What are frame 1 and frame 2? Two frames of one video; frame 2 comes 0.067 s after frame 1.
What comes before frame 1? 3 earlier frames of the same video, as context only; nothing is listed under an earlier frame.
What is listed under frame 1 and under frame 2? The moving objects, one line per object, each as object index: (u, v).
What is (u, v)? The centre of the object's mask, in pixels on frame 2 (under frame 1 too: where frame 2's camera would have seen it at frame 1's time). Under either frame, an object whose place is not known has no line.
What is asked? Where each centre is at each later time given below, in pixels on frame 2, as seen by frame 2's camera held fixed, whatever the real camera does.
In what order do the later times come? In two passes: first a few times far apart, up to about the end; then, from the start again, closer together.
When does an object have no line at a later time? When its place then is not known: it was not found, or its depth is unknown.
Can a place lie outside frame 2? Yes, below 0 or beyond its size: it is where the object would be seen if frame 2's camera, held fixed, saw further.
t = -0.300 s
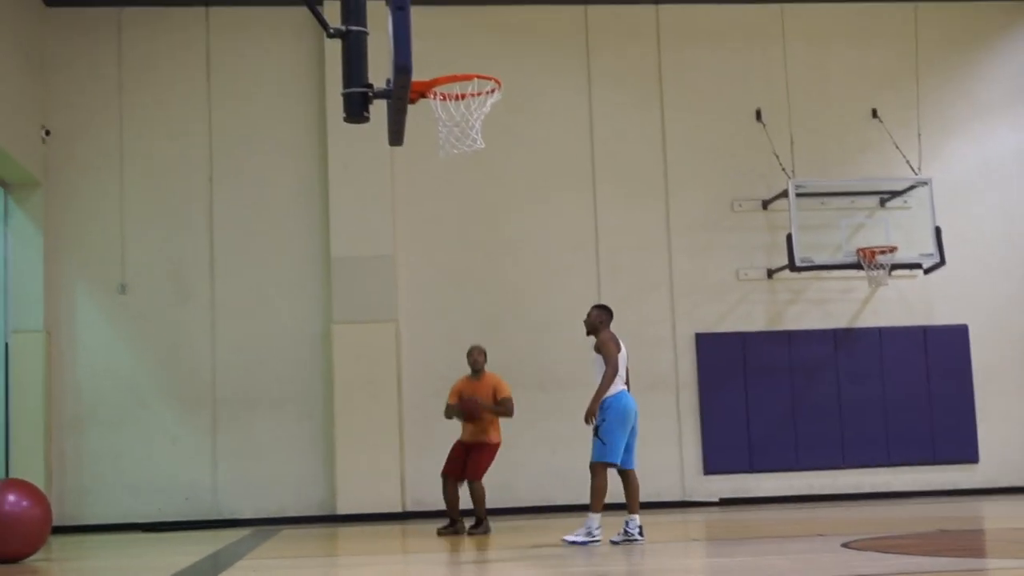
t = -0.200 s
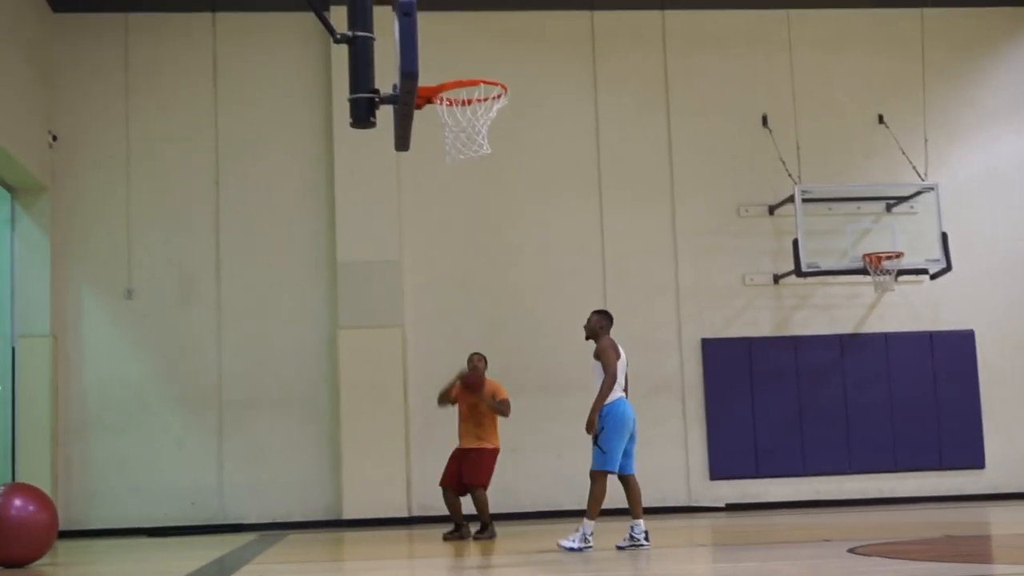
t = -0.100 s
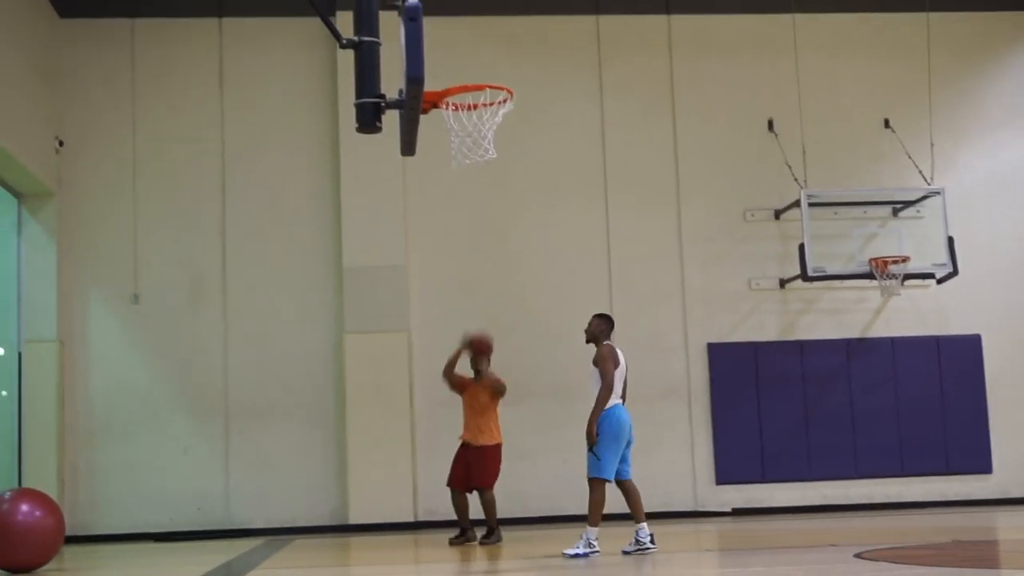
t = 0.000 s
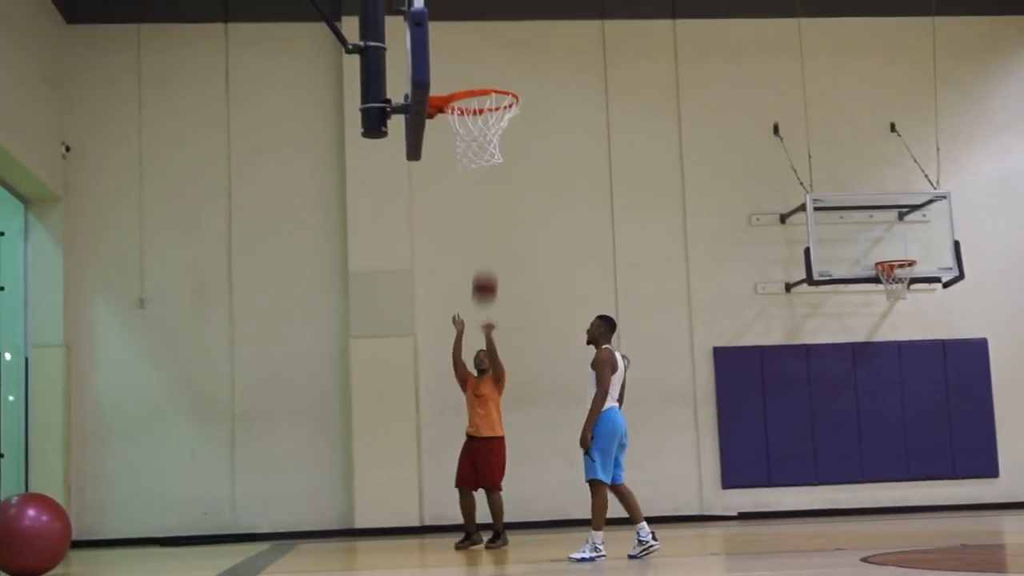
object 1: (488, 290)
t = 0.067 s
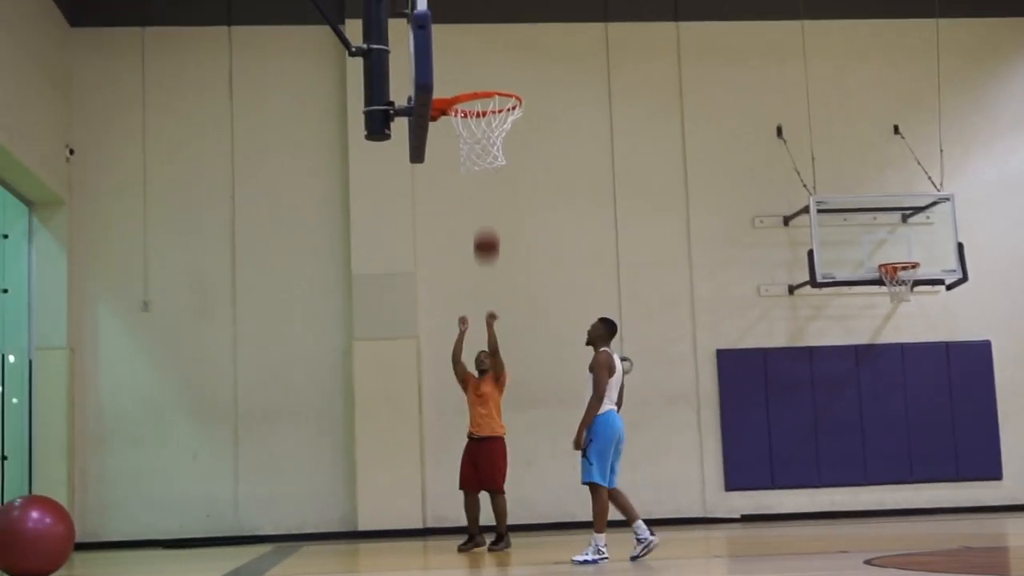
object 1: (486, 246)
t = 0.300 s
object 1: (485, 121)
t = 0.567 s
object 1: (482, 32)
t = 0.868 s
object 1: (483, 24)
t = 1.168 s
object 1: (484, 115)
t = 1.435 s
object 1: (489, 128)
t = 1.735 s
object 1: (482, 221)
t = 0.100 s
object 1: (485, 225)
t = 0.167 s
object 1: (484, 188)
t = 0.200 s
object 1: (484, 168)
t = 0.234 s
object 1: (483, 150)
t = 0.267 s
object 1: (481, 133)
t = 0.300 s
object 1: (485, 121)
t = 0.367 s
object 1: (482, 86)
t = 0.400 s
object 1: (482, 78)
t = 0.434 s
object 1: (481, 68)
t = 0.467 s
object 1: (482, 59)
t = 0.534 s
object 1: (481, 42)
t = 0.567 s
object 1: (482, 32)
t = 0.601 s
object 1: (482, 26)
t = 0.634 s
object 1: (482, 23)
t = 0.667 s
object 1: (482, 21)
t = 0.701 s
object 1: (482, 20)
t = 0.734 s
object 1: (483, 20)
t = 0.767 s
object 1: (483, 20)
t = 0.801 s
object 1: (483, 20)
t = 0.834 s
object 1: (482, 22)
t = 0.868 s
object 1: (483, 24)
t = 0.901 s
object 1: (483, 29)
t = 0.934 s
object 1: (484, 38)
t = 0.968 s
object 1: (484, 47)
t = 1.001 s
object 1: (485, 58)
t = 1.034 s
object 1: (485, 71)
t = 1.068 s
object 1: (486, 80)
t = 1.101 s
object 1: (486, 99)
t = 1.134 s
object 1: (484, 112)
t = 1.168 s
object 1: (484, 115)
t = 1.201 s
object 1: (484, 115)
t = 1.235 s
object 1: (486, 117)
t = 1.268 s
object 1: (486, 123)
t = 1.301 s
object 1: (486, 125)
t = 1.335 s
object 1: (487, 125)
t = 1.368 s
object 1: (487, 126)
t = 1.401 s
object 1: (488, 126)
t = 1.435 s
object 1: (489, 128)
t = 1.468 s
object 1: (488, 133)
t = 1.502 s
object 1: (486, 138)
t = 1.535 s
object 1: (486, 146)
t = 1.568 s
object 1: (486, 156)
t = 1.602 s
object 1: (485, 166)
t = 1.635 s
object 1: (484, 177)
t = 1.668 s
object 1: (483, 190)
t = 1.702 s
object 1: (482, 204)
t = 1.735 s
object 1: (482, 221)
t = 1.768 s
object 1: (482, 242)
